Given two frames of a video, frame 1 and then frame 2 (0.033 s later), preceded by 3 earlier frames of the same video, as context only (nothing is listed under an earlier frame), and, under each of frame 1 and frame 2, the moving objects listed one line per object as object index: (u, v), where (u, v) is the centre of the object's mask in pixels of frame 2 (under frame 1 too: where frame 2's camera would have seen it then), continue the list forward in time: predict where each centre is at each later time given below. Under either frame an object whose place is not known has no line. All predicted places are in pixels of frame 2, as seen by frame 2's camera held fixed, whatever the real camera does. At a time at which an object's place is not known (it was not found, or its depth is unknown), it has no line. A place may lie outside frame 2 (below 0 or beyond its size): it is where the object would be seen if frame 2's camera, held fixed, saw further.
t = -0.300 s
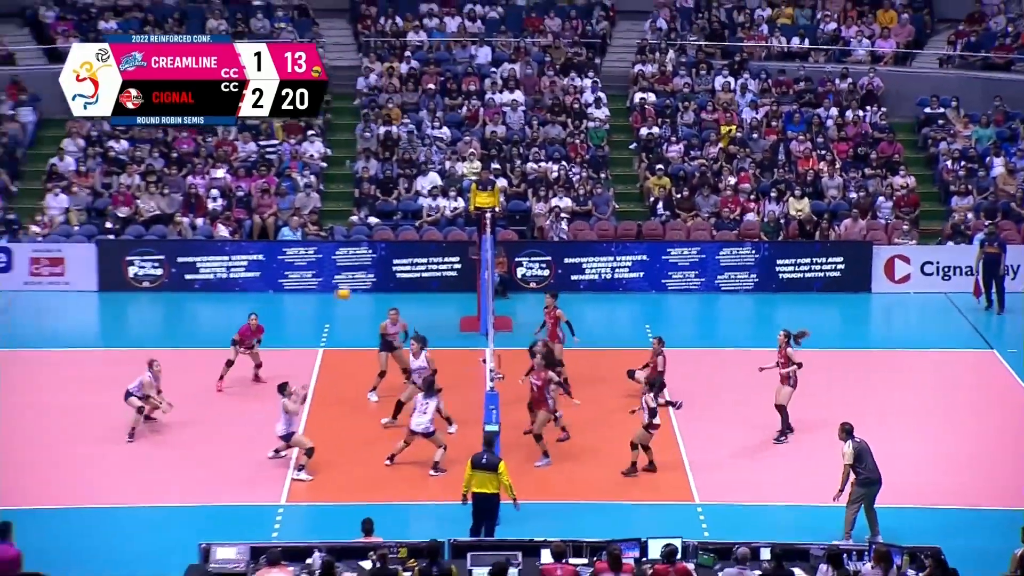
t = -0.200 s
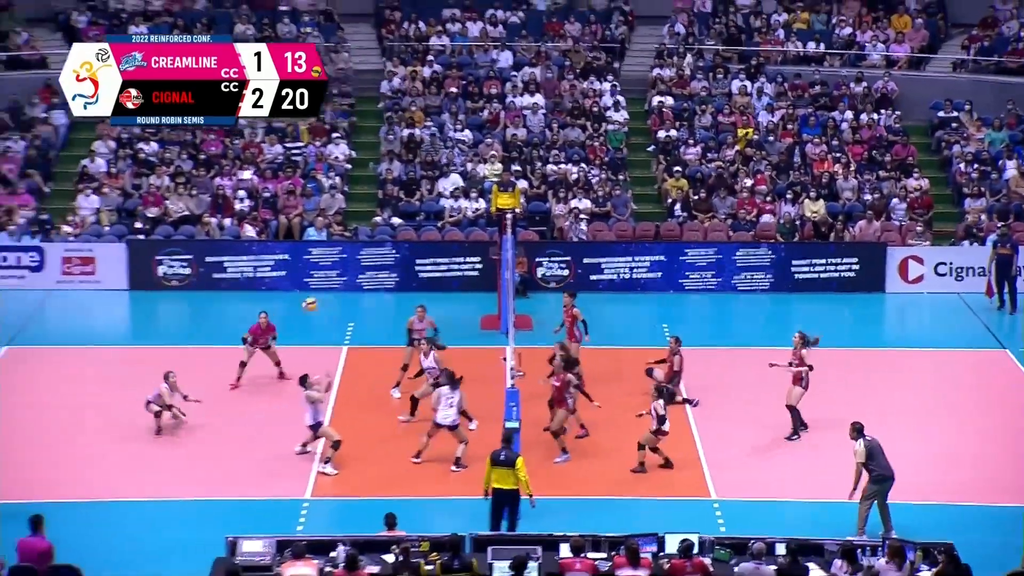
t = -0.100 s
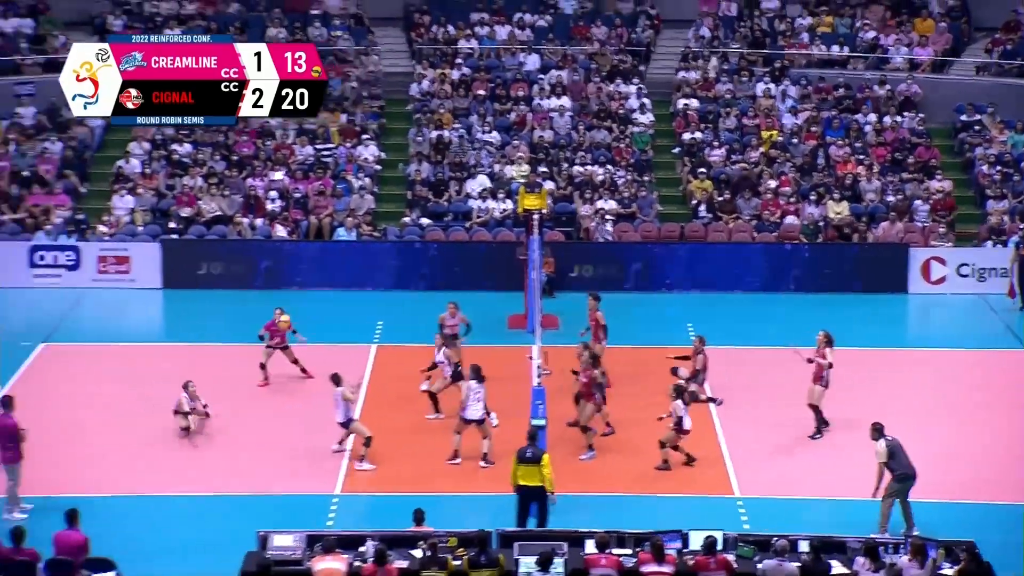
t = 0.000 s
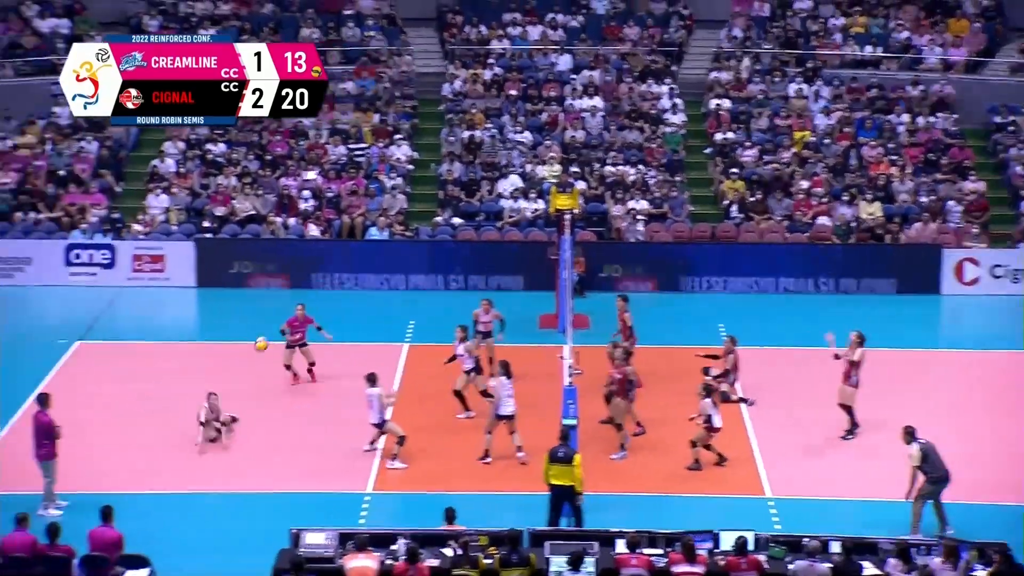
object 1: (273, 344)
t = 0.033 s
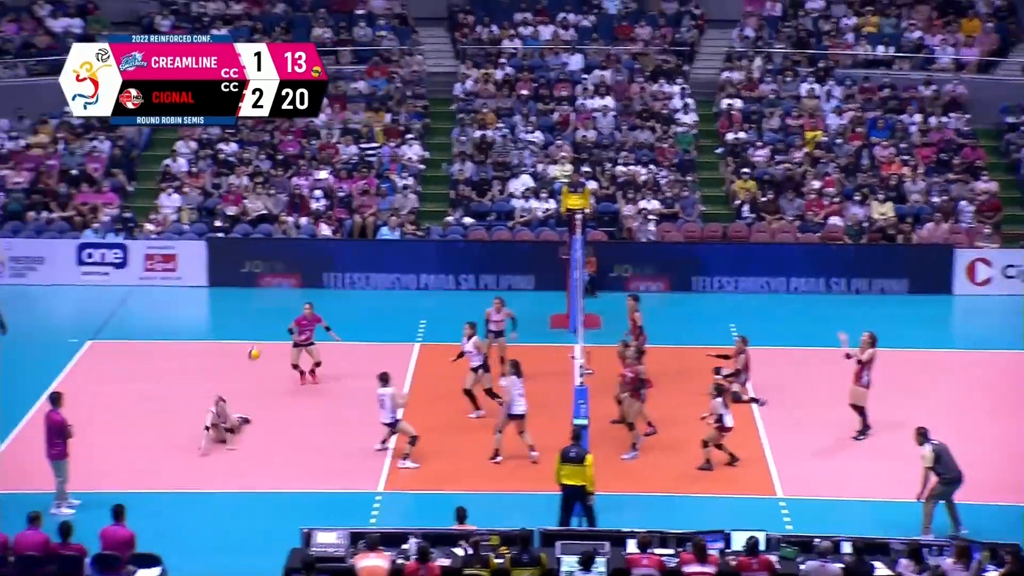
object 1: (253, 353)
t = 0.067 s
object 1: (235, 362)
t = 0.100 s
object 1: (216, 373)
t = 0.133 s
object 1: (198, 384)
